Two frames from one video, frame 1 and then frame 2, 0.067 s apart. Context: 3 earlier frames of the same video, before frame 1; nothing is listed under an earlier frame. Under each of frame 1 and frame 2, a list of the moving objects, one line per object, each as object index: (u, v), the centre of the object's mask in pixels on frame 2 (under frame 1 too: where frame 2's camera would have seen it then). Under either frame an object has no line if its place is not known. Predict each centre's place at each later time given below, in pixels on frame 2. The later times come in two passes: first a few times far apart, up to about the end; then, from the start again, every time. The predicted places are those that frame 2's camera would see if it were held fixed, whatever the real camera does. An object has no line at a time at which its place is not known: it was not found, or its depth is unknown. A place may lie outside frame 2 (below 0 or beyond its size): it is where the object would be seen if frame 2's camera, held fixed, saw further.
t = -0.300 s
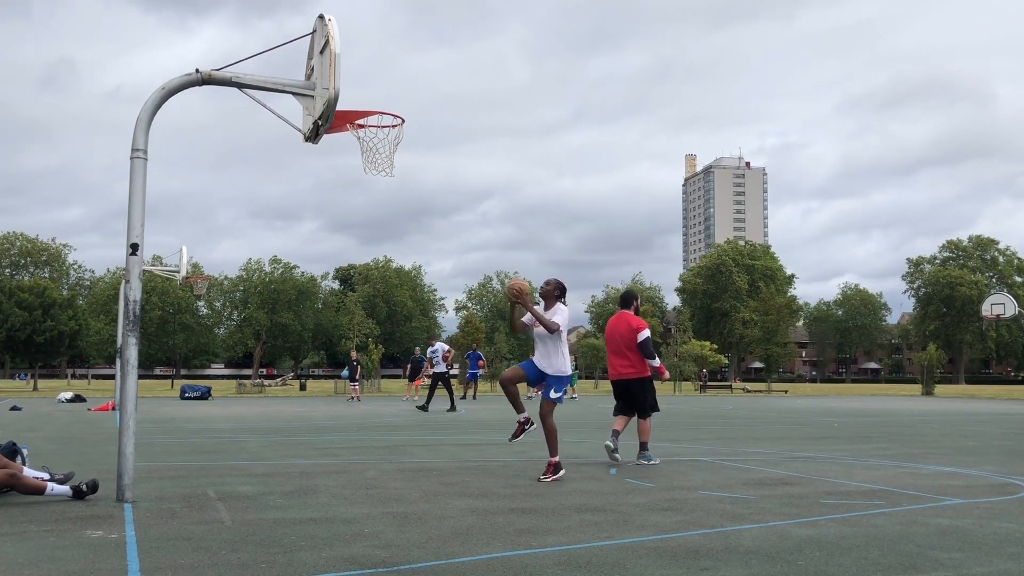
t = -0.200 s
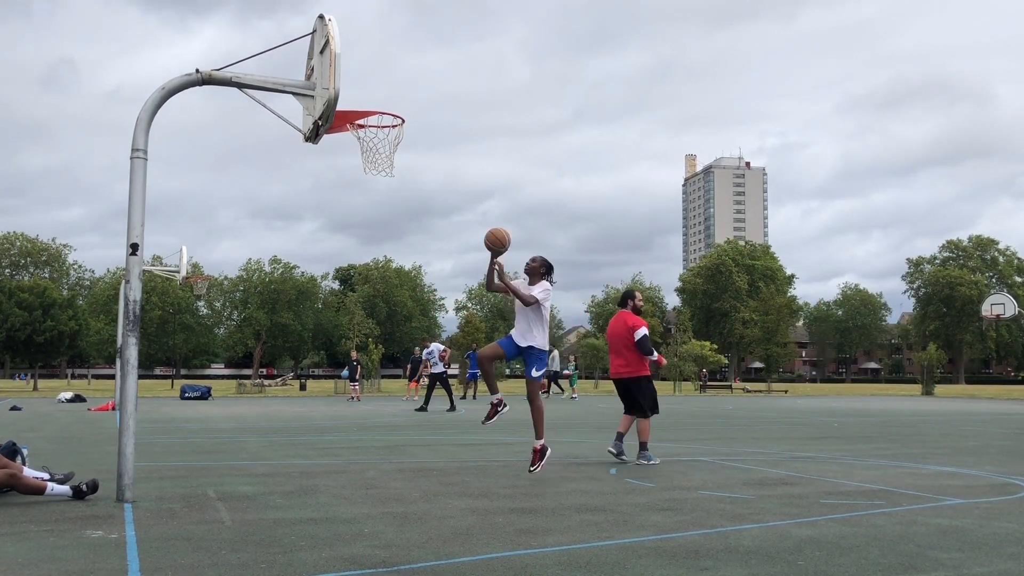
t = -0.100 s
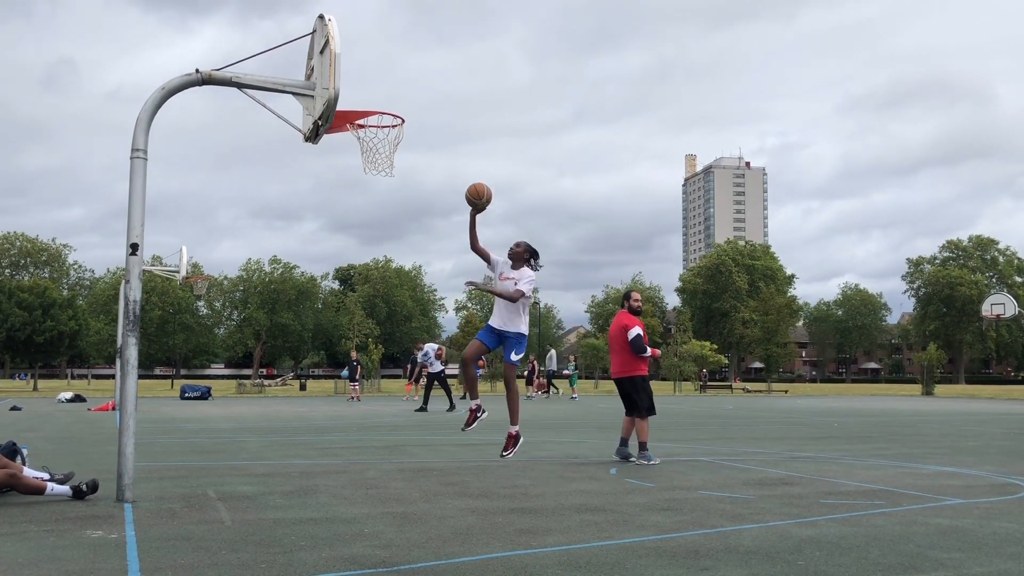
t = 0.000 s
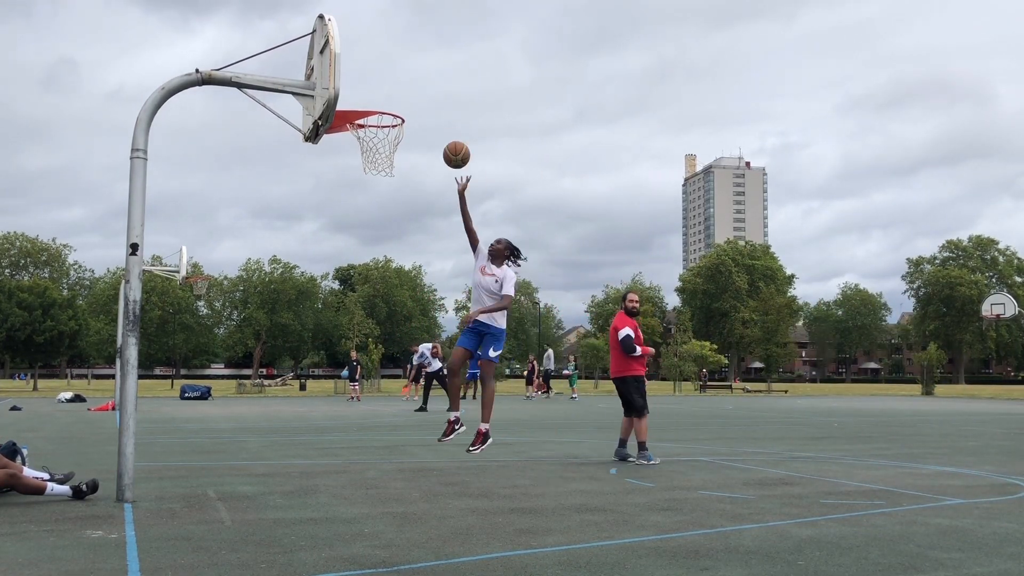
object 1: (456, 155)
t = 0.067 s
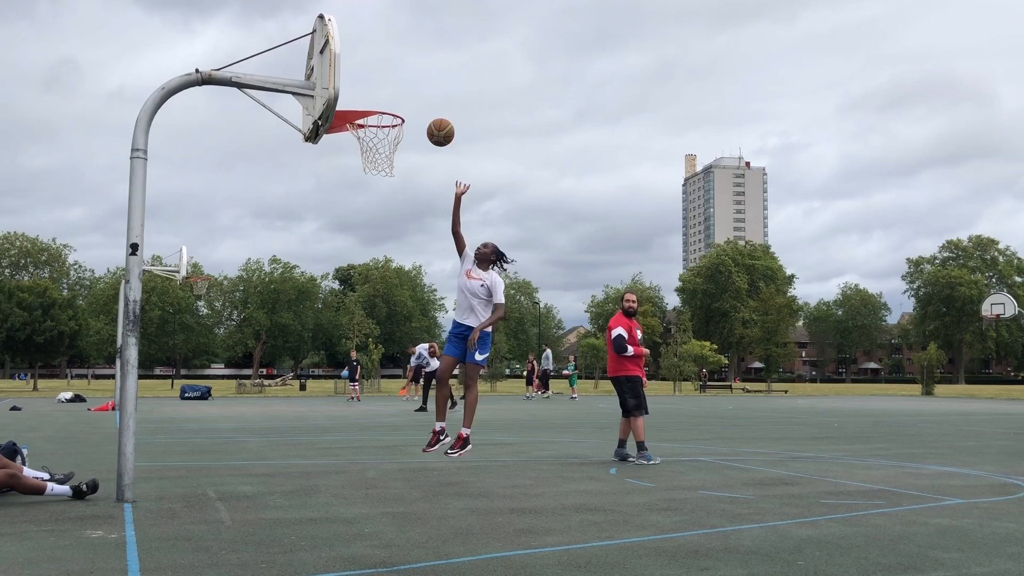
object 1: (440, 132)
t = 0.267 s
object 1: (390, 93)
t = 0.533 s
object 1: (352, 88)
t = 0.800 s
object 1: (380, 100)
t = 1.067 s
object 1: (384, 153)
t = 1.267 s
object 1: (379, 214)
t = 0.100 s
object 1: (432, 123)
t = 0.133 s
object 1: (424, 114)
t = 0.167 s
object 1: (416, 107)
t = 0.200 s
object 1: (408, 101)
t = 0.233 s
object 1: (399, 97)
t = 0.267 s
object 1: (390, 93)
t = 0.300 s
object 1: (382, 91)
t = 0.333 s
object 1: (373, 91)
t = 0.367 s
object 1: (364, 91)
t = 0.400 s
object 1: (355, 93)
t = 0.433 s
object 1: (348, 97)
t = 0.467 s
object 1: (347, 95)
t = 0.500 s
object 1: (349, 91)
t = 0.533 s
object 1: (352, 88)
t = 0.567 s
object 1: (355, 86)
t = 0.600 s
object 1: (360, 86)
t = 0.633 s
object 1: (364, 88)
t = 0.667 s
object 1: (369, 91)
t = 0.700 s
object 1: (373, 95)
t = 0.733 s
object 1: (378, 99)
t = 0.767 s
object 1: (379, 101)
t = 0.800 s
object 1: (380, 100)
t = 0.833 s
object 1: (380, 102)
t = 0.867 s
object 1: (381, 107)
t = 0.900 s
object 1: (382, 112)
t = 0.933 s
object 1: (382, 118)
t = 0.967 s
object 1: (382, 126)
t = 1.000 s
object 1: (383, 133)
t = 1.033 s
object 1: (384, 143)
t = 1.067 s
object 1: (384, 153)
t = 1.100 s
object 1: (383, 162)
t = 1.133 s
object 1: (383, 171)
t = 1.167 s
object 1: (382, 179)
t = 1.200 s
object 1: (381, 189)
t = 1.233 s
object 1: (380, 201)
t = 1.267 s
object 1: (379, 214)
